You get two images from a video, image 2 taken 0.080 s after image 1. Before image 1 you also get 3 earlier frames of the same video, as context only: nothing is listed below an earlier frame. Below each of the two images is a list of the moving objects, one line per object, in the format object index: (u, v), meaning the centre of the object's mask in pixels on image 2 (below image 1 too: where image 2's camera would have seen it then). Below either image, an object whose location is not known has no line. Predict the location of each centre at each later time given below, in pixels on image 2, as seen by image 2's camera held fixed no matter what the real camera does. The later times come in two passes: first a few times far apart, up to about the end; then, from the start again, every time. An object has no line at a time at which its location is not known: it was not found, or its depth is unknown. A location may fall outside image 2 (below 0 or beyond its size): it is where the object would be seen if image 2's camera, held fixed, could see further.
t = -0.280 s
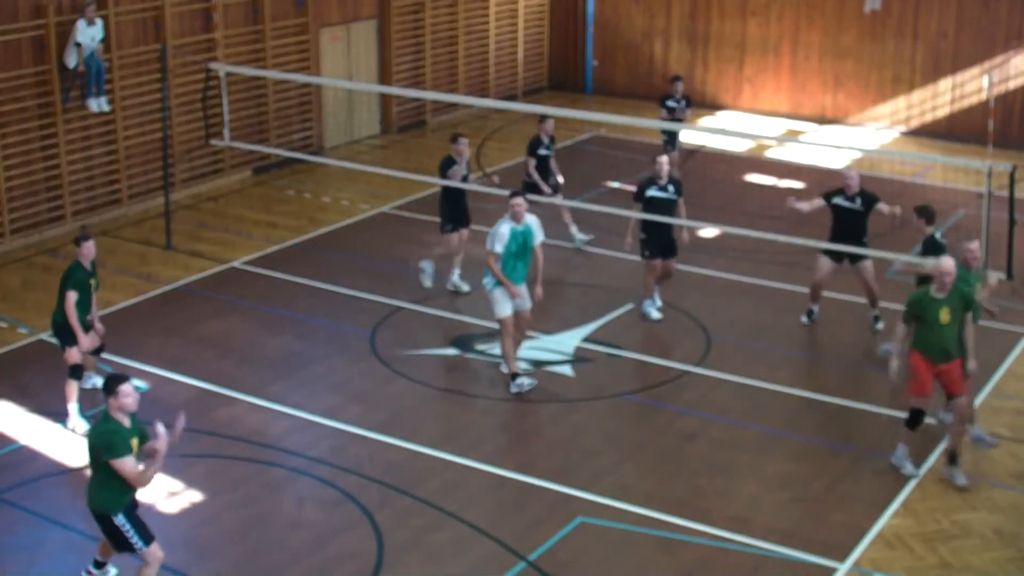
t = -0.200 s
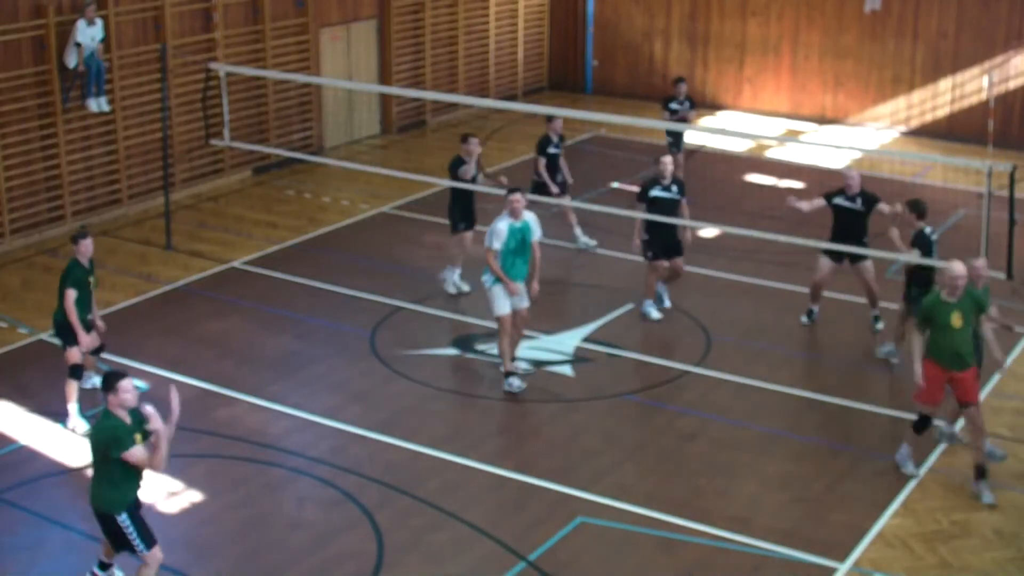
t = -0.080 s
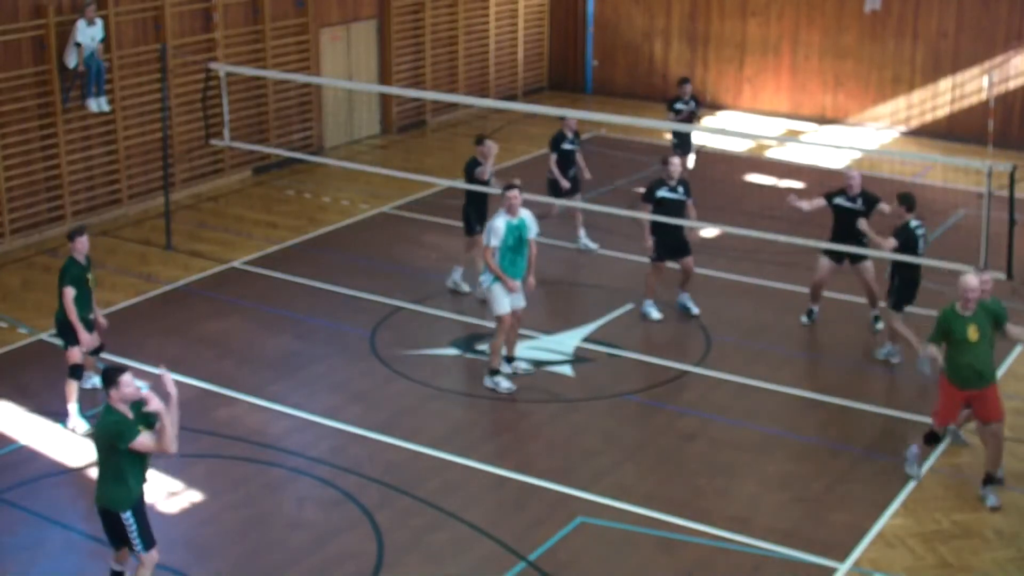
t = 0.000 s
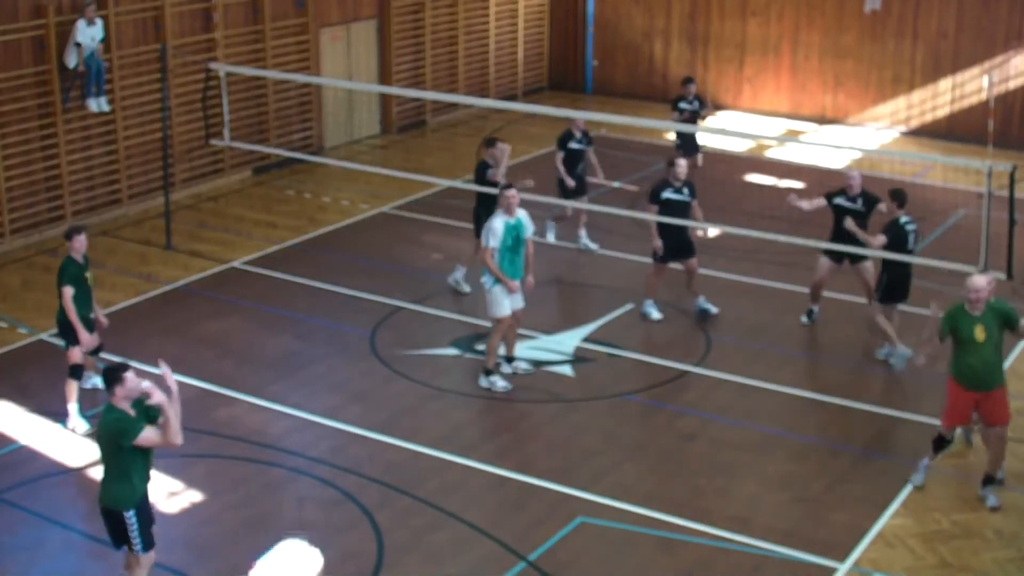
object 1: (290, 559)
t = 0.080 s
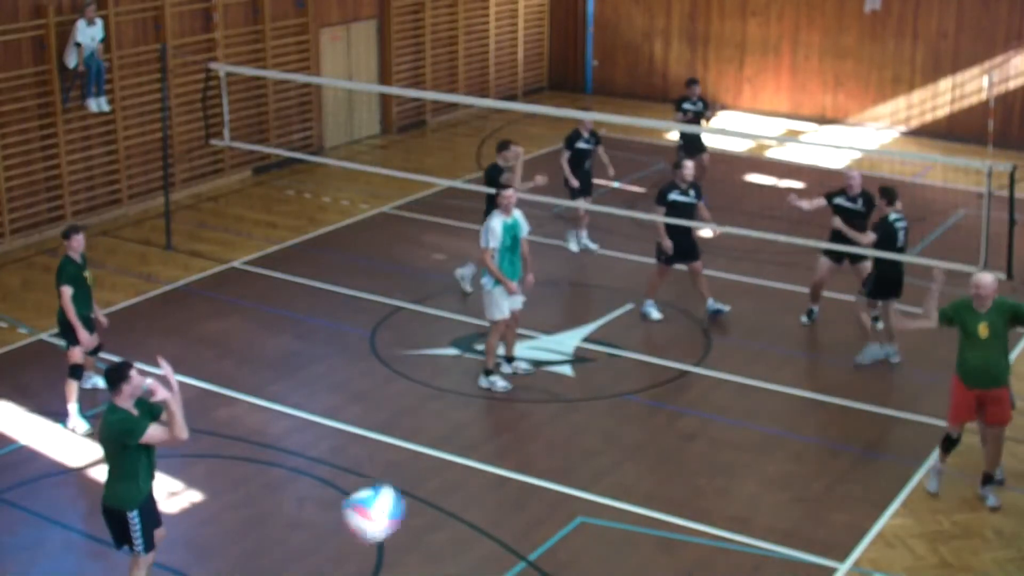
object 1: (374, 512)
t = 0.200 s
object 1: (483, 458)
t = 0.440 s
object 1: (639, 441)
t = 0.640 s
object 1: (725, 485)
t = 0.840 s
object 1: (786, 559)
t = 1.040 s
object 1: (814, 460)
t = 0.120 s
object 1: (412, 489)
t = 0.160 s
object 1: (448, 472)
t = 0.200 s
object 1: (483, 458)
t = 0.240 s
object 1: (515, 447)
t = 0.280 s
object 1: (544, 439)
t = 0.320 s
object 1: (570, 436)
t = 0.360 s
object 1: (594, 435)
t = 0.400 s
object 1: (618, 437)
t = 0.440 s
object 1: (639, 441)
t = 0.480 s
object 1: (659, 446)
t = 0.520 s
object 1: (677, 453)
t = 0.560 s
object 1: (694, 463)
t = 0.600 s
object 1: (711, 473)
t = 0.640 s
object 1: (725, 485)
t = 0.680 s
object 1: (739, 498)
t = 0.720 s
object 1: (751, 512)
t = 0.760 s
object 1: (764, 526)
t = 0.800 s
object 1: (773, 542)
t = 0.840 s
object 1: (786, 559)
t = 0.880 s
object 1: (792, 546)
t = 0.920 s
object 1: (797, 521)
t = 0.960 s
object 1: (804, 497)
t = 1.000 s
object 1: (810, 477)
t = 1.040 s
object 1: (814, 460)
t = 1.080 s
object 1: (819, 441)
